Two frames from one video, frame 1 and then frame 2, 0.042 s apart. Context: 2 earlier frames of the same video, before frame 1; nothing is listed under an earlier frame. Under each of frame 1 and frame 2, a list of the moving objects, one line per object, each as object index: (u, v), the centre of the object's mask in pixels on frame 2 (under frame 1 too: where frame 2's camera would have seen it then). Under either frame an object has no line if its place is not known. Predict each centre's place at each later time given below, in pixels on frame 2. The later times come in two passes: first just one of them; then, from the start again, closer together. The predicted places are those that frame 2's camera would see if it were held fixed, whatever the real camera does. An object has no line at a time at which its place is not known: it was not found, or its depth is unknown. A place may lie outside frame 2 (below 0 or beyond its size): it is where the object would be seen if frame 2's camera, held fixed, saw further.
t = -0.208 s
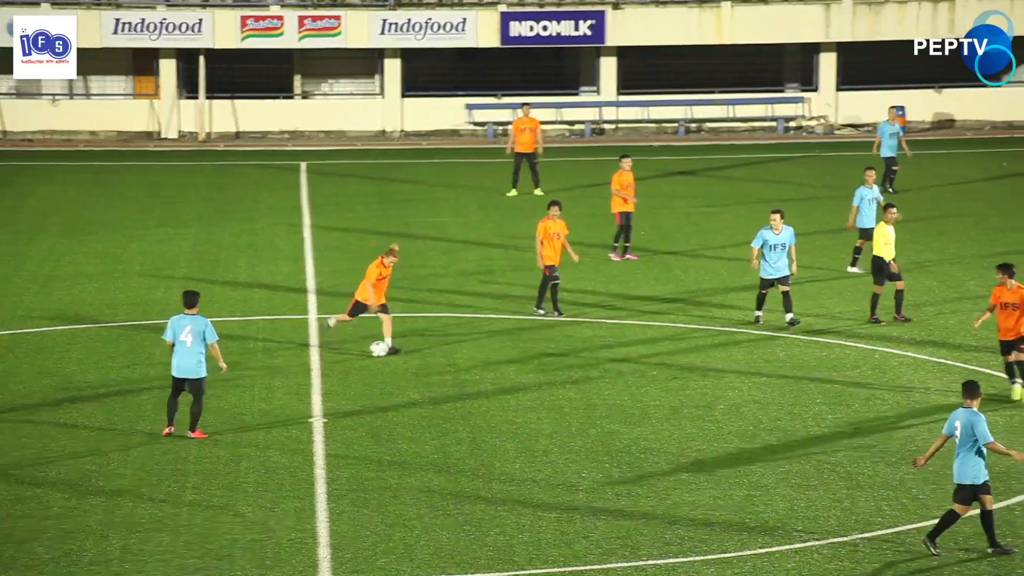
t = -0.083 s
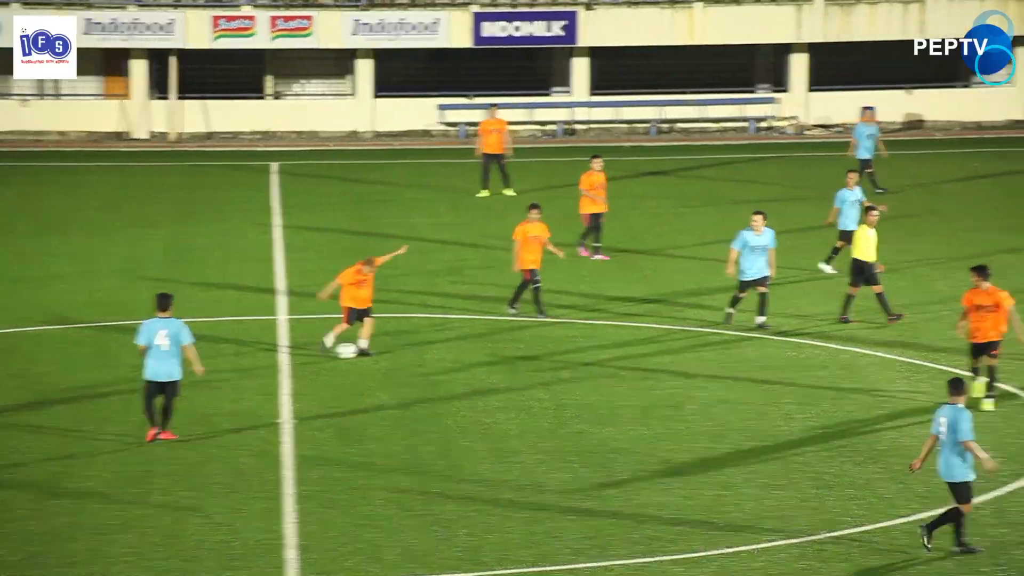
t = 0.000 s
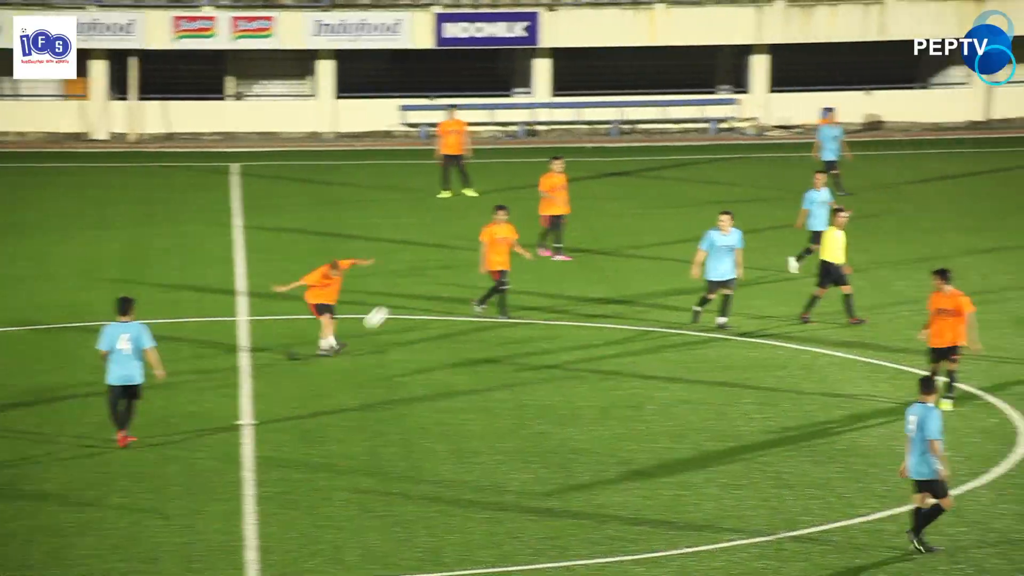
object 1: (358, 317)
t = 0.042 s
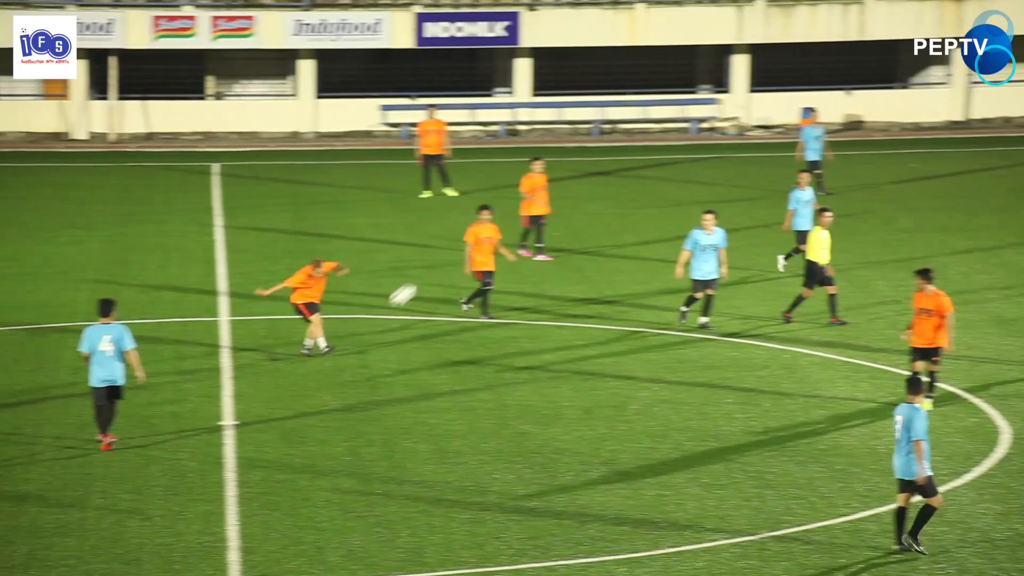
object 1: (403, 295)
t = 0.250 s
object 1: (629, 194)
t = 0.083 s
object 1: (448, 273)
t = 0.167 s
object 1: (538, 232)
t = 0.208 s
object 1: (583, 213)
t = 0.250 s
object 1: (629, 194)
